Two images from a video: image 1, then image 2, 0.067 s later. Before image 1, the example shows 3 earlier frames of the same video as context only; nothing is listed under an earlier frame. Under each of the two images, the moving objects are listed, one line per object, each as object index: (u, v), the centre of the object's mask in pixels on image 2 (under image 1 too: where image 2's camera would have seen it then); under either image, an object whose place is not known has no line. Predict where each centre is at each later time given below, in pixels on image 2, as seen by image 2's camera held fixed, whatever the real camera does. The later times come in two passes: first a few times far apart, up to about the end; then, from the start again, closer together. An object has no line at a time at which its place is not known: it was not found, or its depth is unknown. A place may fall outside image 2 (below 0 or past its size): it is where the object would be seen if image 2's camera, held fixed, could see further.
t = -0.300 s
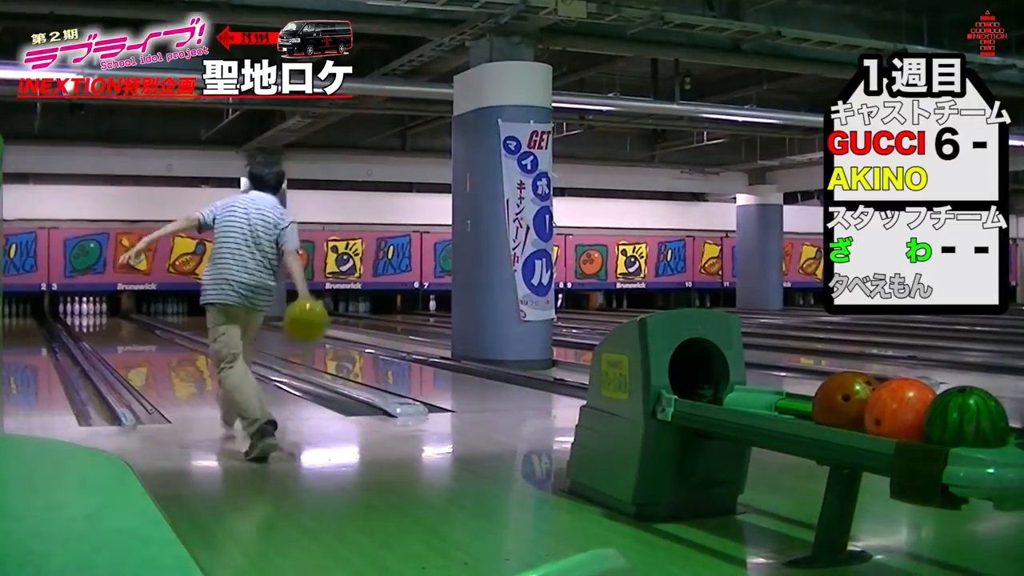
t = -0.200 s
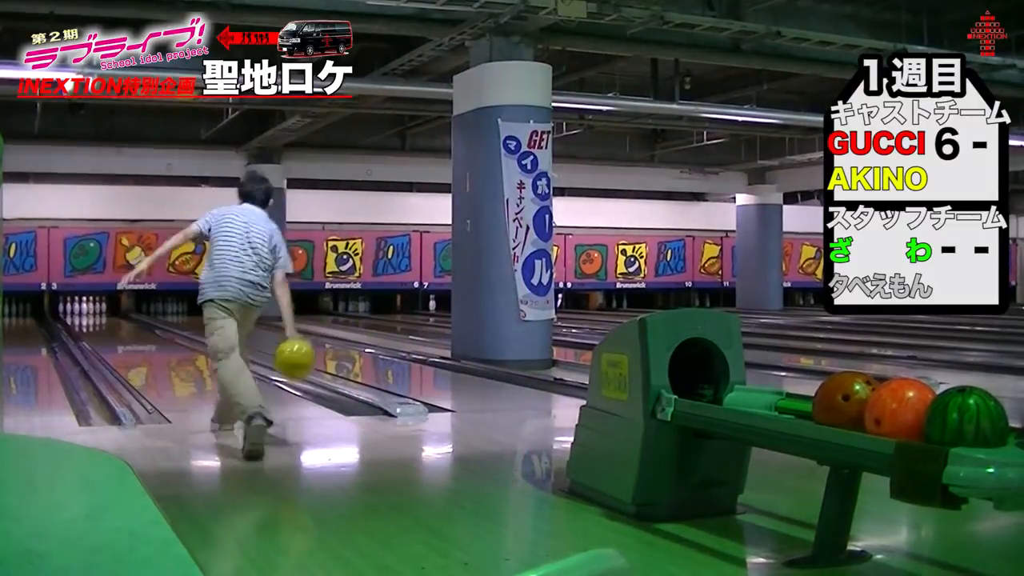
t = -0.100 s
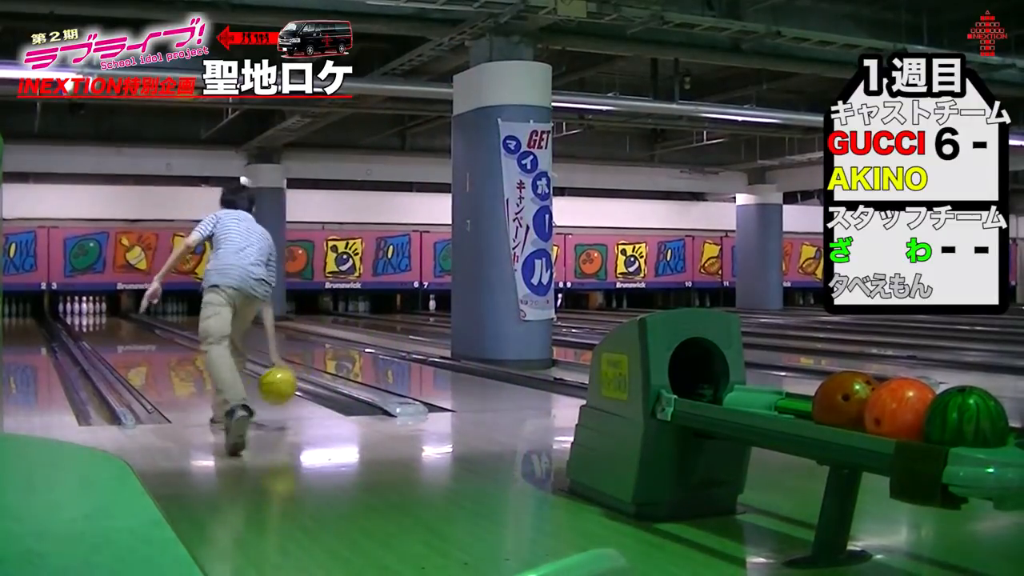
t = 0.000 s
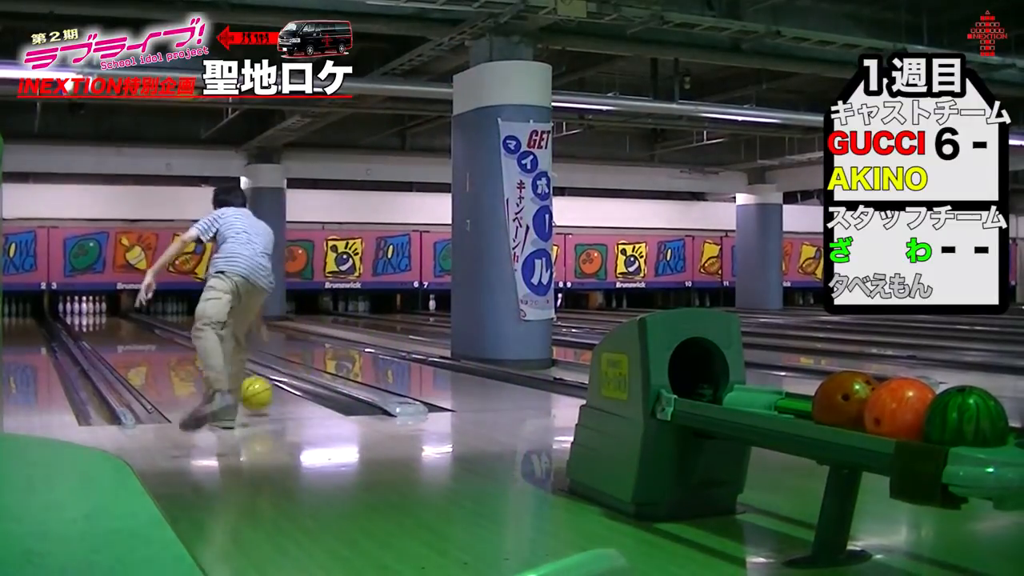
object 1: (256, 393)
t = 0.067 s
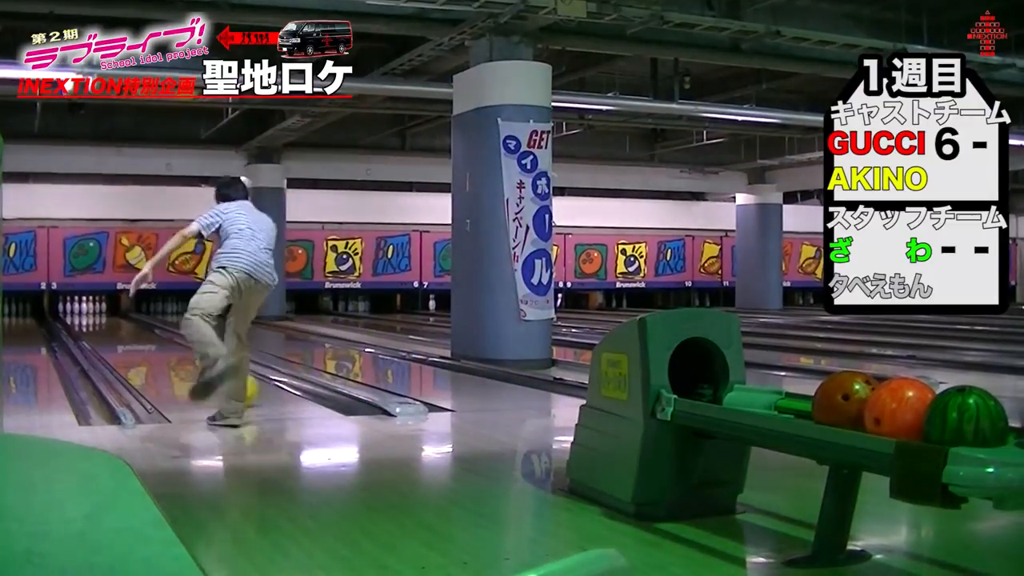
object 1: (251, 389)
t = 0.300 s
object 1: (205, 371)
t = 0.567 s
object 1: (178, 356)
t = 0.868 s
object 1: (154, 343)
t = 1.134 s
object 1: (138, 336)
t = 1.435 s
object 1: (125, 328)
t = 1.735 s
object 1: (113, 322)
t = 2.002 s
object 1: (107, 319)
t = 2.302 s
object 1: (98, 316)
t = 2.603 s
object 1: (92, 312)
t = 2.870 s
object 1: (85, 311)
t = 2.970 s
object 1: (84, 308)
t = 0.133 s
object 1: (219, 381)
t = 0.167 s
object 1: (217, 380)
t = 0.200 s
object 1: (215, 379)
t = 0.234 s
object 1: (214, 376)
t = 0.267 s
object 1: (211, 374)
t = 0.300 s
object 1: (205, 371)
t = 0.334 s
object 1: (202, 369)
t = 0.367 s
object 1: (198, 367)
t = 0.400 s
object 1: (194, 365)
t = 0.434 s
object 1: (191, 364)
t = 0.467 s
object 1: (187, 361)
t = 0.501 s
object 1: (183, 360)
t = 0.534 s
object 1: (180, 358)
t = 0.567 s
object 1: (178, 356)
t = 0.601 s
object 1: (174, 354)
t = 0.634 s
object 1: (171, 353)
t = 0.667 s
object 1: (168, 351)
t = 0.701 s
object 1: (165, 350)
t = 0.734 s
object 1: (163, 349)
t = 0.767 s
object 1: (161, 347)
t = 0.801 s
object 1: (158, 346)
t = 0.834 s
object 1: (156, 345)
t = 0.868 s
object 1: (154, 343)
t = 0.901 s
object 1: (151, 342)
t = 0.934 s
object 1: (150, 342)
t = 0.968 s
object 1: (148, 341)
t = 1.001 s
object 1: (146, 339)
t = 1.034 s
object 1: (144, 339)
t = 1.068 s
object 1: (142, 337)
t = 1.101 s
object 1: (140, 337)
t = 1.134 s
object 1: (138, 336)
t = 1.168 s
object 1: (137, 335)
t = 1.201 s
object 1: (135, 334)
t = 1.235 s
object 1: (134, 333)
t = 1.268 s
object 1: (132, 332)
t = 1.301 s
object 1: (130, 331)
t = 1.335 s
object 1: (129, 330)
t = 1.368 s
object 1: (127, 330)
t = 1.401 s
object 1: (126, 329)
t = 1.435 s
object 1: (125, 328)
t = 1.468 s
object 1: (124, 328)
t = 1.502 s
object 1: (122, 327)
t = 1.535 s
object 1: (121, 326)
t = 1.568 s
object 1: (120, 325)
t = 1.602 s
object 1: (118, 325)
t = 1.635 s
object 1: (117, 324)
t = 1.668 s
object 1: (116, 324)
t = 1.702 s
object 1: (115, 323)
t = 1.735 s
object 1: (113, 322)
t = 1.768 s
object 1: (113, 322)
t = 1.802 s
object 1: (112, 321)
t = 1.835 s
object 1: (111, 321)
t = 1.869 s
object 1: (110, 321)
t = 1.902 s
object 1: (109, 320)
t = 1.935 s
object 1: (108, 319)
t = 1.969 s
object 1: (107, 319)
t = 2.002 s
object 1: (107, 319)
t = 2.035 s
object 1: (106, 319)
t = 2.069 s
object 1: (105, 318)
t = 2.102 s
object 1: (103, 318)
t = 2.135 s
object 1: (102, 318)
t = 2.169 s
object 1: (102, 317)
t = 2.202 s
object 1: (101, 317)
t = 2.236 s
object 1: (100, 316)
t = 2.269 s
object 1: (99, 315)
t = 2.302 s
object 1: (98, 316)
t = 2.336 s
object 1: (98, 316)
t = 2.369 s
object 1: (97, 315)
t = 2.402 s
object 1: (95, 314)
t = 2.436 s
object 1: (94, 313)
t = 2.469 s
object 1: (94, 313)
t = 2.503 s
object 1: (93, 313)
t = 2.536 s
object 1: (93, 313)
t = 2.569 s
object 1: (92, 313)
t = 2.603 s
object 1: (92, 312)
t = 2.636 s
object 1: (91, 312)
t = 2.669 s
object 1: (90, 311)
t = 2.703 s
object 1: (90, 312)
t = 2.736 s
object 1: (89, 312)
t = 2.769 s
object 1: (89, 312)
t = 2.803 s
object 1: (87, 311)
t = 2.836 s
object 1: (85, 311)
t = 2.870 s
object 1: (85, 311)
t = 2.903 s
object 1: (85, 310)
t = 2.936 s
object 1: (84, 309)
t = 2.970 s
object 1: (84, 308)
